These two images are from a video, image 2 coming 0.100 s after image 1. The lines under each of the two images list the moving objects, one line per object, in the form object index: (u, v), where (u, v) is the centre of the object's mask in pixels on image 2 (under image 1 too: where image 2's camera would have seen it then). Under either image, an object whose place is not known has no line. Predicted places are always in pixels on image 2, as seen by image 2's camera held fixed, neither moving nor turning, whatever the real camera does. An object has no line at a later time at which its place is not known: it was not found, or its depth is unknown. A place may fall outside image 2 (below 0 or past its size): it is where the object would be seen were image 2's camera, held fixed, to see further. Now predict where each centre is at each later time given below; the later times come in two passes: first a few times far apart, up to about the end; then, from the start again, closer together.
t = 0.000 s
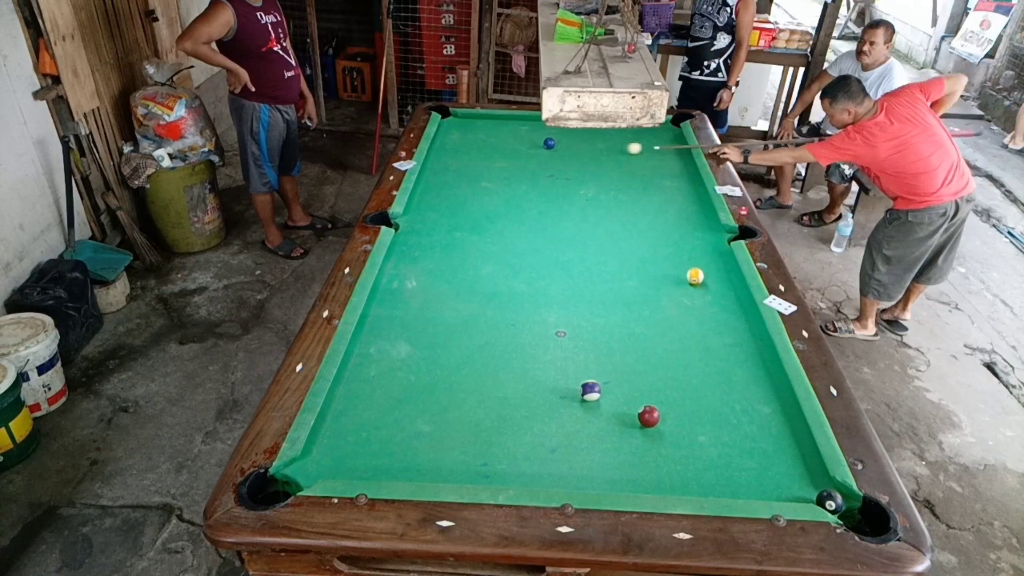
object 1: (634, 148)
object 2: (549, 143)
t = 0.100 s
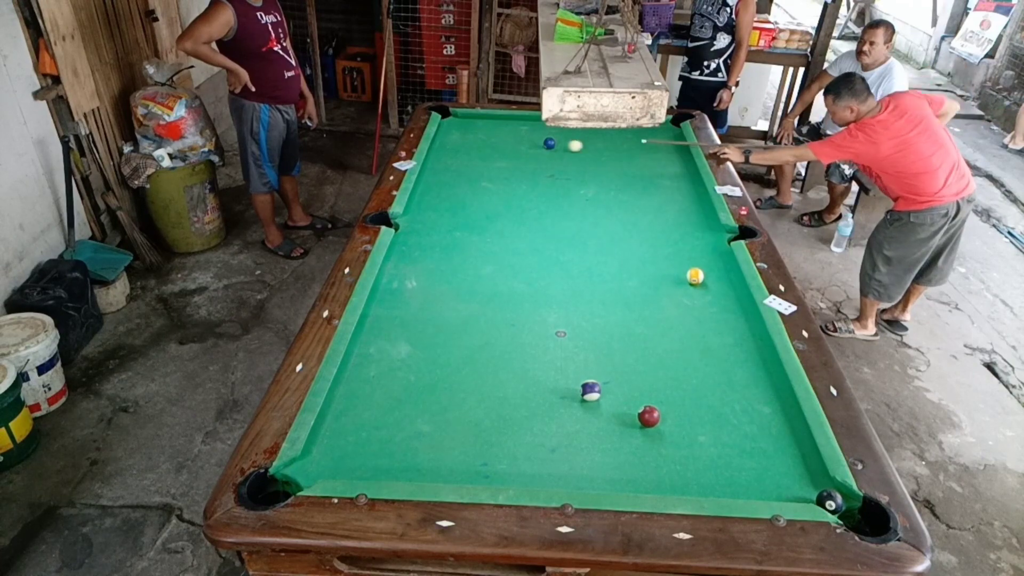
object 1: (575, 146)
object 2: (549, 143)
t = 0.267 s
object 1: (538, 154)
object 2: (498, 132)
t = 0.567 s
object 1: (468, 170)
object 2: (457, 119)
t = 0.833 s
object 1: (430, 185)
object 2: (485, 118)
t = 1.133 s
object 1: (461, 202)
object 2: (511, 123)
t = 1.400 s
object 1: (490, 217)
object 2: (533, 127)
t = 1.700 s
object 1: (524, 235)
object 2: (558, 132)
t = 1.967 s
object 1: (556, 252)
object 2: (580, 135)
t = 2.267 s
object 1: (594, 272)
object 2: (603, 139)
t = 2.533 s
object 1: (628, 290)
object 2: (622, 142)
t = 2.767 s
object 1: (659, 306)
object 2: (638, 145)
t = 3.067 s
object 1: (699, 327)
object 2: (658, 148)
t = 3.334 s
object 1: (737, 346)
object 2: (675, 150)
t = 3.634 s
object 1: (769, 366)
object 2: (682, 152)
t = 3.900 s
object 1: (756, 374)
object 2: (674, 153)
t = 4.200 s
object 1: (742, 383)
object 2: (666, 153)
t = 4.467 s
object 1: (731, 389)
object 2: (662, 153)
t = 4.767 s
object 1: (719, 395)
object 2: (658, 153)
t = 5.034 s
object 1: (709, 399)
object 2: (656, 153)
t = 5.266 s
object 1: (701, 402)
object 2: (655, 154)
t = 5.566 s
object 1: (693, 403)
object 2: (655, 153)
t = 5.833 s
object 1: (687, 403)
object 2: (655, 154)
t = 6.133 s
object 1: (684, 404)
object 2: (655, 153)
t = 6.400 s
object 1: (683, 403)
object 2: (655, 154)
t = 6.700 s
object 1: (682, 403)
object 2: (655, 154)
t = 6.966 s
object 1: (682, 403)
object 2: (655, 154)
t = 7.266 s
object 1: (682, 403)
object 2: (655, 154)
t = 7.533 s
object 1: (682, 403)
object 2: (655, 154)
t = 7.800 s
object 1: (682, 403)
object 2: (655, 154)
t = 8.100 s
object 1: (682, 403)
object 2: (655, 153)
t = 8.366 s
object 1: (682, 403)
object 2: (655, 154)
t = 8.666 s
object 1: (682, 403)
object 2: (655, 154)
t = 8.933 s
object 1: (682, 403)
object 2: (655, 153)
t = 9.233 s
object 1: (682, 403)
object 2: (655, 154)
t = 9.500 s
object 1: (682, 403)
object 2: (655, 154)
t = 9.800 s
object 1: (682, 403)
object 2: (655, 154)
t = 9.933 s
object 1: (682, 403)
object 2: (655, 154)
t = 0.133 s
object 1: (559, 145)
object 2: (547, 143)
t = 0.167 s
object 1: (555, 148)
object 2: (533, 140)
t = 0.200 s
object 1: (550, 150)
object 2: (521, 137)
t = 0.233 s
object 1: (545, 152)
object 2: (509, 135)
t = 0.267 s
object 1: (538, 154)
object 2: (498, 132)
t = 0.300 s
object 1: (532, 156)
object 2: (488, 130)
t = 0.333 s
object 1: (524, 158)
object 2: (478, 128)
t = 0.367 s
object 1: (516, 160)
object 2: (470, 126)
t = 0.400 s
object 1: (508, 161)
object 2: (462, 124)
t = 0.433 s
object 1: (500, 163)
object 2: (453, 123)
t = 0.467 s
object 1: (492, 165)
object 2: (446, 121)
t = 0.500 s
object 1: (485, 166)
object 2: (449, 120)
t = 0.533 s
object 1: (477, 168)
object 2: (454, 119)
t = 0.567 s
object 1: (468, 170)
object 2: (457, 119)
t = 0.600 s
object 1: (460, 172)
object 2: (461, 119)
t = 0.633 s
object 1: (452, 174)
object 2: (465, 118)
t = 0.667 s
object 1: (443, 176)
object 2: (469, 117)
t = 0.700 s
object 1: (435, 177)
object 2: (472, 116)
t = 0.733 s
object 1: (426, 179)
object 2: (475, 116)
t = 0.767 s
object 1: (422, 181)
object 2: (479, 116)
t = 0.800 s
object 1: (426, 183)
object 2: (482, 117)
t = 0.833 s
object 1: (430, 185)
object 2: (485, 118)
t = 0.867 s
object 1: (433, 186)
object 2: (487, 118)
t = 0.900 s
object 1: (436, 188)
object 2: (491, 119)
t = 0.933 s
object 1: (440, 190)
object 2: (494, 120)
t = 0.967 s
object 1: (443, 192)
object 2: (497, 120)
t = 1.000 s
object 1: (447, 194)
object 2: (500, 120)
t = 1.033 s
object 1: (450, 196)
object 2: (503, 121)
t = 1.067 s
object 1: (454, 198)
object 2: (505, 122)
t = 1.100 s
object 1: (457, 200)
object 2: (508, 122)
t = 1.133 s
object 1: (461, 202)
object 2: (511, 123)
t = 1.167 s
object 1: (464, 203)
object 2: (514, 123)
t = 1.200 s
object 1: (468, 205)
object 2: (517, 124)
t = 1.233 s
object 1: (472, 207)
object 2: (519, 124)
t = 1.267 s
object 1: (475, 209)
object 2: (522, 125)
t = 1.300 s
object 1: (479, 211)
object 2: (525, 125)
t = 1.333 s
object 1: (482, 213)
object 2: (528, 126)
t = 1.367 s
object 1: (486, 215)
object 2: (531, 126)
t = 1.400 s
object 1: (490, 217)
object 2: (533, 127)
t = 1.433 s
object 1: (494, 219)
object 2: (536, 127)
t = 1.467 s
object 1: (498, 221)
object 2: (539, 128)
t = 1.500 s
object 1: (501, 223)
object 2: (542, 128)
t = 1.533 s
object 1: (505, 225)
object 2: (545, 129)
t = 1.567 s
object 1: (509, 227)
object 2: (547, 130)
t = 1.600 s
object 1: (513, 229)
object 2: (550, 131)
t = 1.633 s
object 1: (517, 231)
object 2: (553, 131)
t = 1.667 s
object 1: (521, 233)
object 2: (556, 132)
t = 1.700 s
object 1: (524, 235)
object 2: (558, 132)
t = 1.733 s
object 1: (528, 237)
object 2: (561, 132)
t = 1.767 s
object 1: (532, 239)
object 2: (564, 132)
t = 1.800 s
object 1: (536, 241)
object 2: (566, 133)
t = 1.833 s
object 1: (540, 244)
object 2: (569, 133)
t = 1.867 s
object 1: (544, 246)
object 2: (572, 134)
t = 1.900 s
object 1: (548, 248)
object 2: (574, 134)
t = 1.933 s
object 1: (552, 250)
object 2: (577, 134)
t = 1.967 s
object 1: (556, 252)
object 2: (580, 135)
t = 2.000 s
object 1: (560, 254)
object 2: (582, 135)
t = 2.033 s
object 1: (564, 256)
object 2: (585, 136)
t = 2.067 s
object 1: (568, 258)
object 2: (587, 136)
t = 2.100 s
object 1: (573, 261)
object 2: (590, 137)
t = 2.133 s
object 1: (577, 263)
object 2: (593, 137)
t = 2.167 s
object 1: (581, 265)
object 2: (595, 137)
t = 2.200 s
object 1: (585, 267)
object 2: (598, 138)
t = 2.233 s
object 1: (589, 269)
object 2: (600, 138)
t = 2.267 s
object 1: (594, 272)
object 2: (603, 139)
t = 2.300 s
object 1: (598, 274)
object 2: (605, 139)
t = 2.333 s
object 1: (602, 276)
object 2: (608, 140)
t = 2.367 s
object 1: (606, 278)
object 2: (610, 140)
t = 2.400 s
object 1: (611, 281)
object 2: (613, 140)
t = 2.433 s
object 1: (615, 283)
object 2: (615, 141)
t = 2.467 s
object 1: (619, 285)
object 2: (618, 141)
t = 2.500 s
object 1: (623, 287)
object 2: (620, 142)
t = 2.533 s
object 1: (628, 290)
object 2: (622, 142)
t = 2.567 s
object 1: (632, 292)
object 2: (625, 142)
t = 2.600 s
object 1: (637, 294)
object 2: (627, 143)
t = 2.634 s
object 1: (641, 296)
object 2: (629, 143)
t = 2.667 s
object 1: (645, 299)
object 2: (632, 143)
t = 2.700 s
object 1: (650, 301)
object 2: (634, 144)
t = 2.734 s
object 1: (654, 303)
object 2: (636, 144)
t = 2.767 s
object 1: (659, 306)
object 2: (638, 145)
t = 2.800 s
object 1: (663, 308)
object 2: (641, 145)
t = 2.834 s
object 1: (667, 310)
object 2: (643, 145)
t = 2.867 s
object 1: (672, 313)
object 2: (645, 146)
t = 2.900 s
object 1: (676, 315)
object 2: (647, 146)
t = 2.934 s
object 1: (681, 317)
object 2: (650, 146)
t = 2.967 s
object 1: (686, 320)
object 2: (652, 147)
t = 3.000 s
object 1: (690, 322)
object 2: (654, 147)
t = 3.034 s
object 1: (695, 325)
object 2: (656, 147)
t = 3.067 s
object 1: (699, 327)
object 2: (658, 148)
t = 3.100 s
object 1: (704, 329)
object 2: (660, 148)
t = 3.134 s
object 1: (709, 332)
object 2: (663, 148)
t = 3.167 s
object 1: (714, 334)
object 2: (665, 149)
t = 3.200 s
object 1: (718, 337)
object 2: (667, 149)
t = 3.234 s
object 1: (723, 339)
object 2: (669, 149)
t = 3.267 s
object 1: (728, 341)
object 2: (671, 150)
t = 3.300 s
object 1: (732, 344)
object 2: (673, 150)
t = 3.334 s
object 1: (737, 346)
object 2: (675, 150)
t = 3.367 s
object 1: (742, 349)
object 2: (678, 151)
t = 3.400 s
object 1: (747, 351)
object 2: (680, 151)
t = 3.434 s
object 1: (752, 354)
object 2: (682, 151)
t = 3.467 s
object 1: (757, 356)
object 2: (684, 152)
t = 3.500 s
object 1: (762, 359)
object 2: (685, 152)
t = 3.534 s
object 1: (767, 361)
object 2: (684, 152)
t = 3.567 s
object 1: (771, 363)
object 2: (684, 152)
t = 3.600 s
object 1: (770, 365)
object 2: (683, 152)
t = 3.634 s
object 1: (769, 366)
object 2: (682, 152)
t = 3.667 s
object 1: (767, 367)
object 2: (681, 152)
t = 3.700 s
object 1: (766, 368)
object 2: (680, 152)
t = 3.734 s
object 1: (764, 369)
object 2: (679, 152)
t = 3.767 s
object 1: (762, 370)
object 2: (678, 152)
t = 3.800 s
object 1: (761, 371)
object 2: (677, 152)
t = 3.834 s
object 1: (759, 372)
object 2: (676, 152)
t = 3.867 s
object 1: (758, 373)
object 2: (675, 153)
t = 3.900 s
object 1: (756, 374)
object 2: (674, 153)
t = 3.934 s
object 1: (754, 375)
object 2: (674, 152)
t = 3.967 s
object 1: (753, 376)
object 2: (672, 152)
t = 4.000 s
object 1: (751, 377)
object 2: (672, 153)
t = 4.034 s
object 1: (750, 378)
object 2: (671, 153)
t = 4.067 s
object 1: (748, 379)
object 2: (669, 153)
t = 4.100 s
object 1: (747, 380)
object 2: (669, 153)
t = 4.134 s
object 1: (745, 381)
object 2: (668, 153)
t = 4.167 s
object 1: (744, 382)
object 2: (667, 153)
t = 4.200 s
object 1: (742, 383)
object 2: (666, 153)
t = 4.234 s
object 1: (741, 384)
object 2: (666, 153)
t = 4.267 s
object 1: (739, 385)
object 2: (665, 153)
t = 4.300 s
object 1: (738, 385)
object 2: (665, 153)
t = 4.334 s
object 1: (736, 386)
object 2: (664, 153)
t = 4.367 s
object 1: (735, 387)
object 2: (663, 153)
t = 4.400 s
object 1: (734, 388)
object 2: (663, 153)
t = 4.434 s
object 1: (732, 389)
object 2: (662, 153)
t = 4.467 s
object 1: (731, 389)
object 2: (662, 153)
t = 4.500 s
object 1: (729, 390)
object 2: (661, 153)
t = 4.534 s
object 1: (728, 391)
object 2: (661, 153)
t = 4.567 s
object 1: (727, 392)
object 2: (660, 153)
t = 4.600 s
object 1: (725, 392)
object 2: (660, 153)
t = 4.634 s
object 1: (724, 393)
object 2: (660, 153)
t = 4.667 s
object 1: (723, 394)
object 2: (659, 153)
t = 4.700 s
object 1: (721, 394)
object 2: (659, 153)
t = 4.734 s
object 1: (720, 395)
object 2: (658, 153)
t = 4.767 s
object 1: (719, 395)
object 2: (658, 153)
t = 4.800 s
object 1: (718, 396)
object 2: (658, 153)
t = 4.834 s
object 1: (716, 397)
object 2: (657, 153)
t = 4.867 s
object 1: (715, 397)
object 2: (657, 153)
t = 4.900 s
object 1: (714, 398)
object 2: (657, 153)
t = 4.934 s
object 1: (713, 398)
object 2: (657, 153)
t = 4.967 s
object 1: (712, 398)
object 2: (656, 153)
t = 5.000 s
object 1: (711, 399)
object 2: (656, 153)
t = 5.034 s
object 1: (709, 399)
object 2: (656, 153)
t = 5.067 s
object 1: (708, 400)
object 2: (656, 153)
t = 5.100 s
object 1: (707, 400)
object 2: (656, 154)
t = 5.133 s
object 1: (706, 401)
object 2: (655, 154)
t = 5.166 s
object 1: (705, 401)
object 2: (655, 154)
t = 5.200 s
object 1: (704, 401)
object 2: (655, 154)
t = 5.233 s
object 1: (703, 401)
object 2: (655, 154)
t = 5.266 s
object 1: (701, 402)
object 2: (655, 154)
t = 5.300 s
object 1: (700, 402)
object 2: (655, 154)
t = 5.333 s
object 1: (699, 402)
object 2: (655, 153)
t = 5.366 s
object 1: (698, 402)
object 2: (655, 153)
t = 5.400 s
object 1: (697, 402)
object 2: (655, 153)
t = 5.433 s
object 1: (696, 402)
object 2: (655, 153)
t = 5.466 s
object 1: (696, 403)
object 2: (655, 153)
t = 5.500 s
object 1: (695, 403)
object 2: (655, 153)
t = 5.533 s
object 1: (694, 403)
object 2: (655, 153)
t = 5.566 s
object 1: (693, 403)
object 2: (655, 153)
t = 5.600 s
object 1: (692, 403)
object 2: (655, 154)
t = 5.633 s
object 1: (691, 403)
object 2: (655, 154)
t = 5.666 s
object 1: (691, 403)
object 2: (655, 154)
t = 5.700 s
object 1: (690, 403)
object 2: (655, 154)
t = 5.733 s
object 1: (689, 403)
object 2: (655, 154)
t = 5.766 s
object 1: (688, 403)
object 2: (655, 154)
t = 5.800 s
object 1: (688, 403)
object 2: (655, 154)
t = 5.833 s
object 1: (687, 403)
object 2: (655, 154)
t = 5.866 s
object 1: (687, 403)
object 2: (655, 153)
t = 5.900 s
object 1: (686, 404)
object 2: (655, 153)
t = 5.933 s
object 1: (686, 404)
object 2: (655, 153)
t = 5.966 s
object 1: (686, 404)
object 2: (655, 153)
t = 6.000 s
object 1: (685, 404)
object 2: (655, 153)
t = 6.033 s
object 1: (685, 404)
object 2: (655, 153)
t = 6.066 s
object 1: (684, 404)
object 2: (655, 154)
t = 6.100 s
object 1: (684, 404)
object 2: (655, 153)
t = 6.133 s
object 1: (684, 404)
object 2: (655, 153)
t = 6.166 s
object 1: (684, 403)
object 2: (655, 154)
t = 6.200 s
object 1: (683, 403)
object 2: (655, 154)
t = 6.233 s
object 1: (683, 403)
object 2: (655, 154)
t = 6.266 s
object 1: (683, 403)
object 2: (655, 153)
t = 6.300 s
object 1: (683, 403)
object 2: (655, 154)
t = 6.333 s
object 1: (683, 403)
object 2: (655, 154)
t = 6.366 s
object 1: (683, 403)
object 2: (655, 154)
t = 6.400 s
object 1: (683, 403)
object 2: (655, 154)
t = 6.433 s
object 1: (683, 403)
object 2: (655, 154)
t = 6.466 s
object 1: (682, 403)
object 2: (655, 154)
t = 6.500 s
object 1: (682, 403)
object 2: (655, 154)
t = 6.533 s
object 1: (682, 403)
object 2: (655, 154)
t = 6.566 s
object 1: (682, 403)
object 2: (655, 154)
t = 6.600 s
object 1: (682, 403)
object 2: (655, 154)
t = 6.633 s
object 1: (682, 403)
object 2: (655, 154)
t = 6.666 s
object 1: (682, 403)
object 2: (655, 154)
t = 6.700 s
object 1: (682, 403)
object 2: (655, 154)
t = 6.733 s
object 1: (682, 403)
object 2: (655, 154)
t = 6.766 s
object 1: (682, 403)
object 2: (655, 154)
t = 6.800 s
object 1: (682, 403)
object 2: (655, 154)
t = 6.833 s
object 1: (682, 403)
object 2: (655, 154)
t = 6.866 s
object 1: (682, 403)
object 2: (655, 154)
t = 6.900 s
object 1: (682, 403)
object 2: (655, 154)
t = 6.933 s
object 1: (682, 403)
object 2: (655, 154)
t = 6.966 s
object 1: (682, 403)
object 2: (655, 154)
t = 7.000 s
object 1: (682, 403)
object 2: (655, 154)
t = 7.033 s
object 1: (682, 403)
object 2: (655, 154)
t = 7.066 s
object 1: (682, 403)
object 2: (655, 154)
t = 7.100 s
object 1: (682, 403)
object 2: (655, 154)
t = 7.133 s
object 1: (682, 403)
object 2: (655, 154)
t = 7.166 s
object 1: (682, 403)
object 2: (655, 154)
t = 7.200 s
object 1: (682, 403)
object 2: (655, 154)
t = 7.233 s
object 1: (682, 403)
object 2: (655, 154)
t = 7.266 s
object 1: (682, 403)
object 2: (655, 154)
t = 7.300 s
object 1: (682, 403)
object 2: (655, 154)
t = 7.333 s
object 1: (682, 403)
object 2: (655, 154)
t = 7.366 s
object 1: (682, 403)
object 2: (655, 153)
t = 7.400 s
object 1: (682, 403)
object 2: (655, 153)
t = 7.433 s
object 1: (682, 403)
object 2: (655, 153)
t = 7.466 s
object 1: (682, 403)
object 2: (655, 153)
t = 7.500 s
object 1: (682, 403)
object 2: (655, 154)
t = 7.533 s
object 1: (682, 403)
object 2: (655, 154)
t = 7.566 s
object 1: (682, 403)
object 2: (655, 154)
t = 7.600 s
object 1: (682, 403)
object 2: (655, 154)
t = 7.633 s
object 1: (682, 403)
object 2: (655, 154)
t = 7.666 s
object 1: (682, 403)
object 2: (655, 154)
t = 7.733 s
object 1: (682, 403)
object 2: (655, 154)
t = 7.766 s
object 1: (682, 403)
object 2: (655, 154)
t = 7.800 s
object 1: (682, 403)
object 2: (655, 154)
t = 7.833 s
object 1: (682, 403)
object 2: (655, 154)
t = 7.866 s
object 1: (682, 403)
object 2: (655, 154)
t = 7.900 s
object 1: (682, 403)
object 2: (655, 153)
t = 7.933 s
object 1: (682, 403)
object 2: (655, 153)
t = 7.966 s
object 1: (682, 403)
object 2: (655, 153)
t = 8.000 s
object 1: (682, 403)
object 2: (655, 153)
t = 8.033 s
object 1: (682, 403)
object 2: (655, 153)
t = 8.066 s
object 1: (682, 403)
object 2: (655, 153)
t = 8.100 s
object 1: (682, 403)
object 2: (655, 153)
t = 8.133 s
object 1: (682, 403)
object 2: (655, 153)
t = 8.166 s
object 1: (682, 403)
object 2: (655, 154)
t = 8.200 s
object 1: (682, 403)
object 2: (655, 154)
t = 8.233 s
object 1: (682, 403)
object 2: (655, 154)
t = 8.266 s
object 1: (682, 403)
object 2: (655, 154)
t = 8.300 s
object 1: (682, 403)
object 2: (655, 154)
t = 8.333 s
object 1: (682, 403)
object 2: (655, 154)
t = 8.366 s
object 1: (682, 403)
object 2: (655, 154)
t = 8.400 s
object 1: (682, 403)
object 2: (655, 153)
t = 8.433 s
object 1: (682, 403)
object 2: (655, 153)
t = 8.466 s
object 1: (682, 403)
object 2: (655, 153)
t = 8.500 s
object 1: (682, 403)
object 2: (655, 153)
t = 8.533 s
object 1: (682, 403)
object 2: (655, 153)
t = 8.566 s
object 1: (682, 403)
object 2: (655, 154)
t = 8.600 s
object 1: (682, 403)
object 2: (655, 153)
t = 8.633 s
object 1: (682, 403)
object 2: (655, 154)
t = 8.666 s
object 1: (682, 403)
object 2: (655, 154)
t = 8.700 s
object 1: (682, 403)
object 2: (655, 153)
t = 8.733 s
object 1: (682, 403)
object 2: (655, 154)
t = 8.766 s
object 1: (682, 403)
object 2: (655, 154)
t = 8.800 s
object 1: (682, 403)
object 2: (655, 153)
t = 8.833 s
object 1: (682, 403)
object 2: (655, 153)
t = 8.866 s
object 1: (682, 403)
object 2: (655, 153)
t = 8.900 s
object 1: (682, 403)
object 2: (655, 153)
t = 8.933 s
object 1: (682, 403)
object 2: (655, 153)
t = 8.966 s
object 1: (682, 403)
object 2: (655, 153)
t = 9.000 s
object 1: (682, 403)
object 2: (655, 153)
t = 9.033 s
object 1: (682, 403)
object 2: (655, 153)
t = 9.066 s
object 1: (682, 403)
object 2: (655, 153)
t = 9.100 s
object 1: (682, 403)
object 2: (655, 154)
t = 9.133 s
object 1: (682, 403)
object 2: (655, 154)
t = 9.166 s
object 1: (682, 403)
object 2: (655, 154)
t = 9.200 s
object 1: (682, 403)
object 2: (655, 154)
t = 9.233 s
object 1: (682, 403)
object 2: (655, 154)
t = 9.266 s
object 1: (682, 403)
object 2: (655, 154)
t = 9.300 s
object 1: (682, 403)
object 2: (655, 154)
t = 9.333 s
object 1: (682, 403)
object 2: (655, 154)
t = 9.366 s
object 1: (682, 403)
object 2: (655, 154)
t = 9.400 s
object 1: (682, 403)
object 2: (655, 154)
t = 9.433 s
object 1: (682, 403)
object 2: (655, 154)
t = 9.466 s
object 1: (682, 403)
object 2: (655, 154)
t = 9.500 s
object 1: (682, 403)
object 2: (655, 154)
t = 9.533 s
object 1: (682, 403)
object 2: (655, 154)
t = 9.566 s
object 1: (682, 403)
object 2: (655, 154)
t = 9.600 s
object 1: (682, 403)
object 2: (654, 154)
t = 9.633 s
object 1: (682, 403)
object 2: (655, 154)
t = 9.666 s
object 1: (682, 403)
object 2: (655, 153)
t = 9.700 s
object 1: (682, 403)
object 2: (655, 154)
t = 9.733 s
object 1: (682, 403)
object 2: (655, 154)
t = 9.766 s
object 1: (682, 403)
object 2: (655, 153)
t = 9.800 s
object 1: (682, 403)
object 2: (655, 154)
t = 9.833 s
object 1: (682, 403)
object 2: (655, 154)
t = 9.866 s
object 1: (682, 403)
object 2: (655, 154)
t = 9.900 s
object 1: (682, 403)
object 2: (655, 154)
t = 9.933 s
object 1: (682, 403)
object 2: (655, 154)
